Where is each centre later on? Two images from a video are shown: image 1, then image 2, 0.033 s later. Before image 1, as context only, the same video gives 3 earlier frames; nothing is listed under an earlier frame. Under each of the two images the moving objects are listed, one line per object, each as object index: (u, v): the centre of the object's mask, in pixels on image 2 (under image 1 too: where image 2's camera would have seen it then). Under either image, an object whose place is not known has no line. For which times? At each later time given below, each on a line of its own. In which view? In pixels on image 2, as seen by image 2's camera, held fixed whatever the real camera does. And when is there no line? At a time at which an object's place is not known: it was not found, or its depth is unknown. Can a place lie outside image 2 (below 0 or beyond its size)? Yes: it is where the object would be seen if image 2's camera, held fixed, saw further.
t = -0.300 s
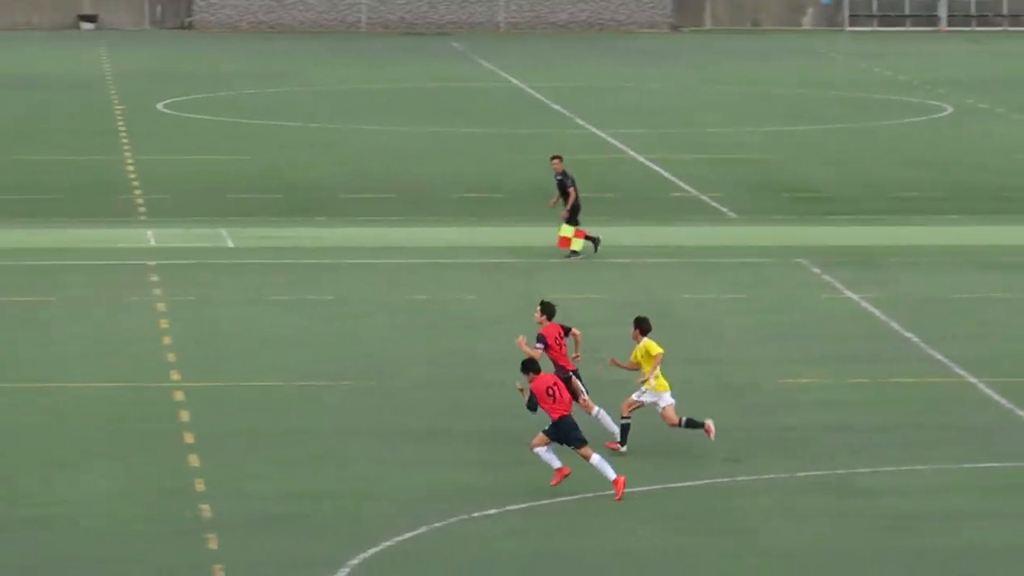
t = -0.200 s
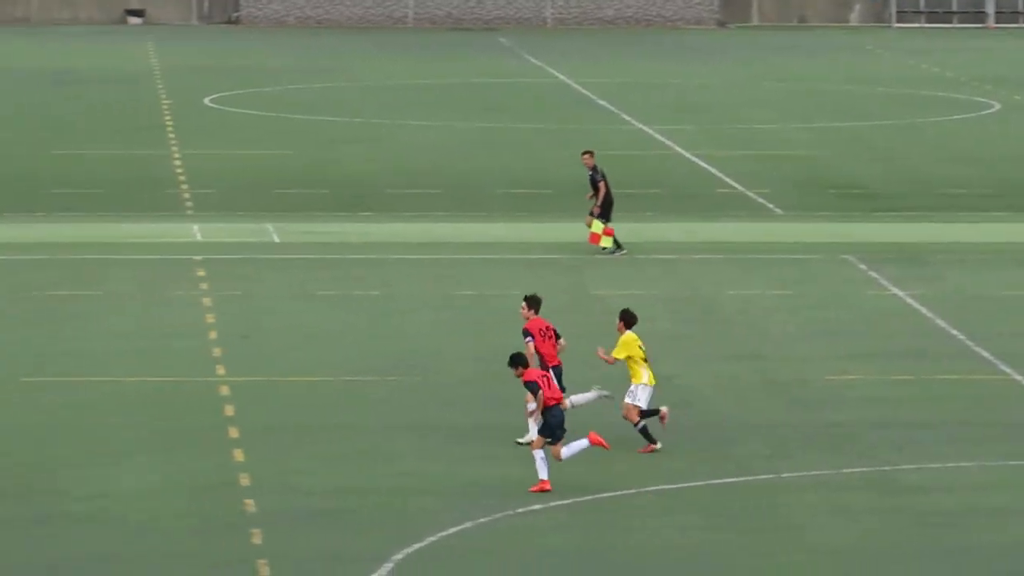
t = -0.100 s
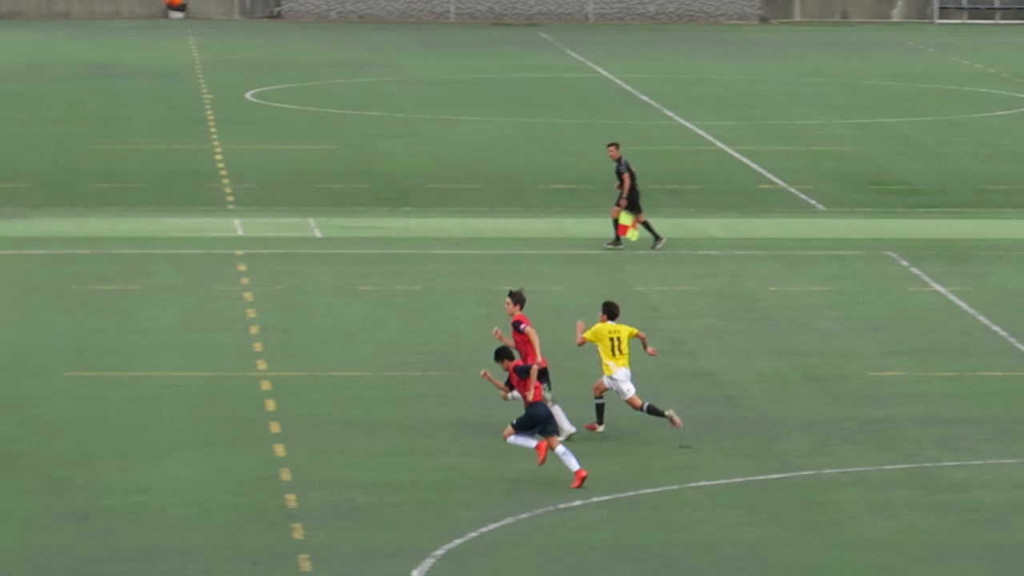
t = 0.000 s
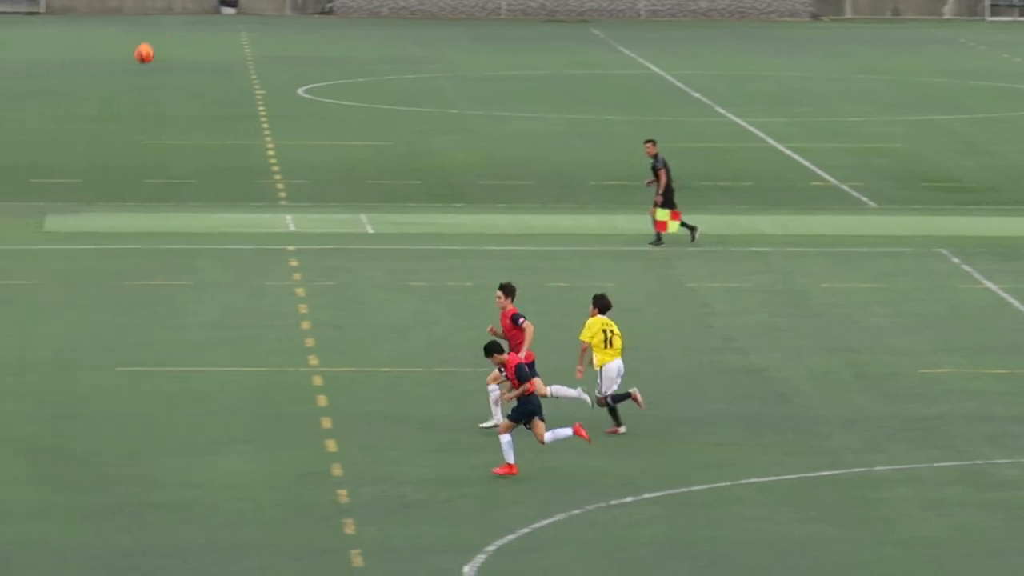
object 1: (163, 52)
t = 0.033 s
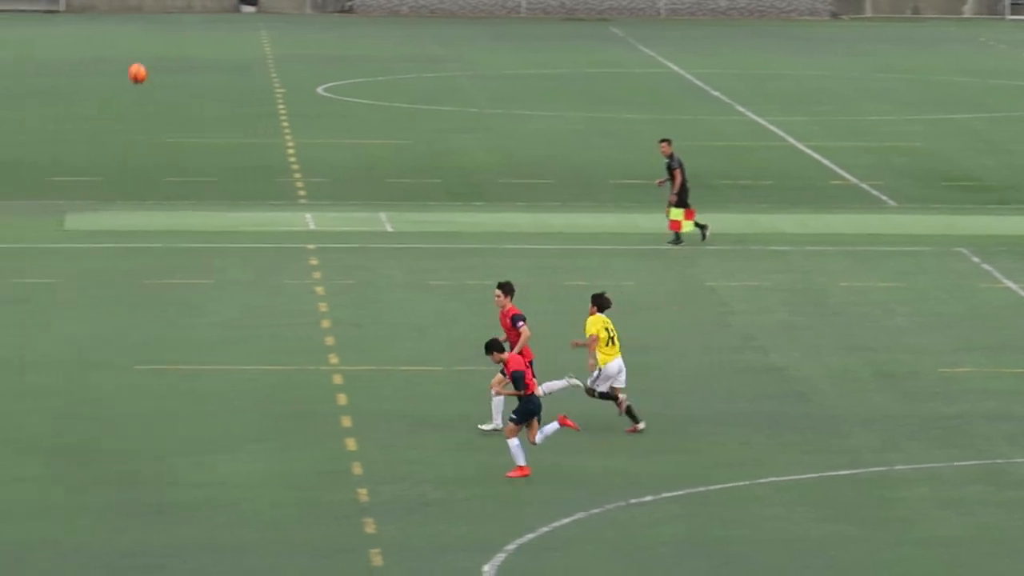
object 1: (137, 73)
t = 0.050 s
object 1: (125, 84)
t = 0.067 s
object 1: (111, 95)
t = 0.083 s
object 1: (99, 106)
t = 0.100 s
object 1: (86, 117)
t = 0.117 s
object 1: (73, 129)
